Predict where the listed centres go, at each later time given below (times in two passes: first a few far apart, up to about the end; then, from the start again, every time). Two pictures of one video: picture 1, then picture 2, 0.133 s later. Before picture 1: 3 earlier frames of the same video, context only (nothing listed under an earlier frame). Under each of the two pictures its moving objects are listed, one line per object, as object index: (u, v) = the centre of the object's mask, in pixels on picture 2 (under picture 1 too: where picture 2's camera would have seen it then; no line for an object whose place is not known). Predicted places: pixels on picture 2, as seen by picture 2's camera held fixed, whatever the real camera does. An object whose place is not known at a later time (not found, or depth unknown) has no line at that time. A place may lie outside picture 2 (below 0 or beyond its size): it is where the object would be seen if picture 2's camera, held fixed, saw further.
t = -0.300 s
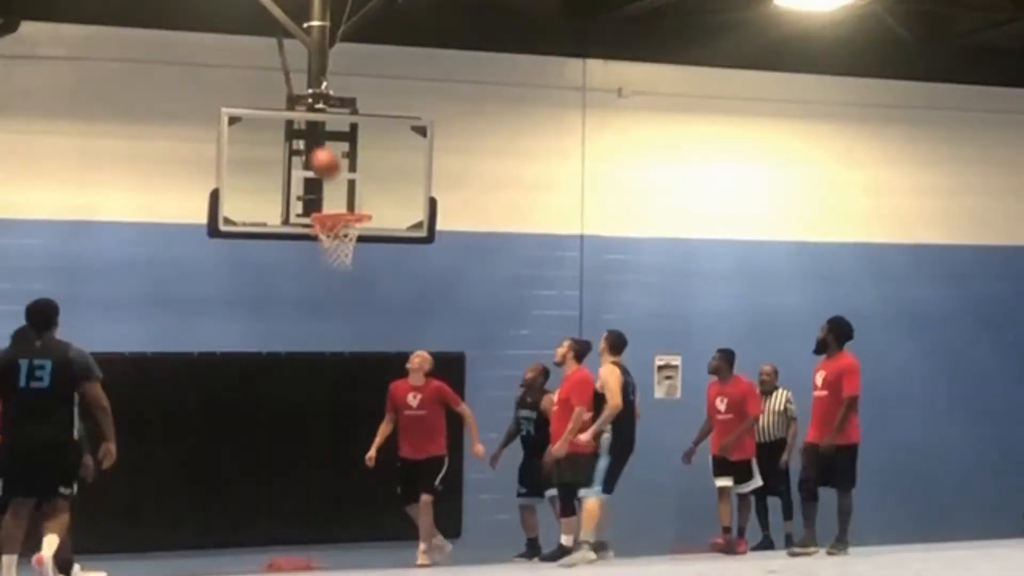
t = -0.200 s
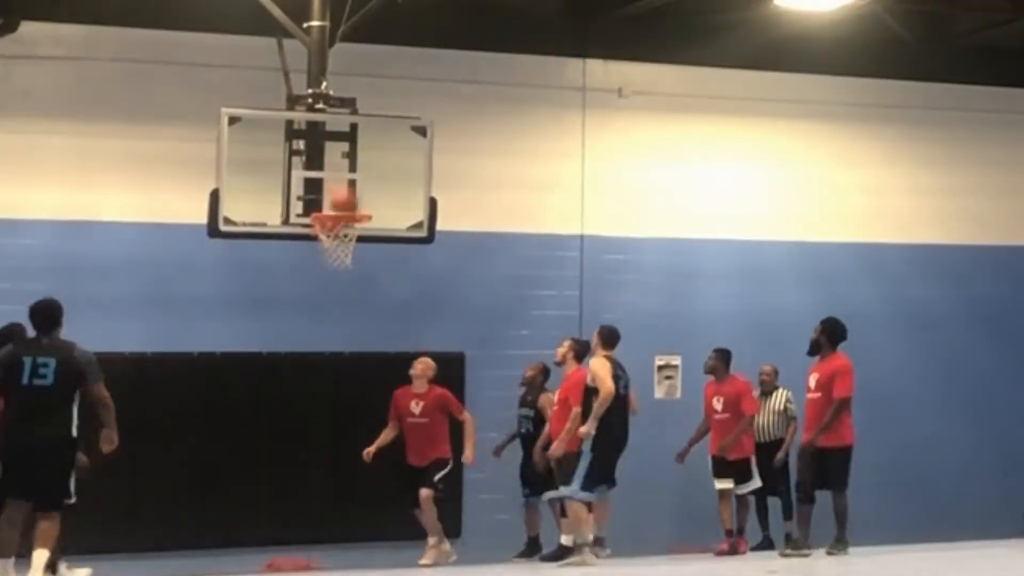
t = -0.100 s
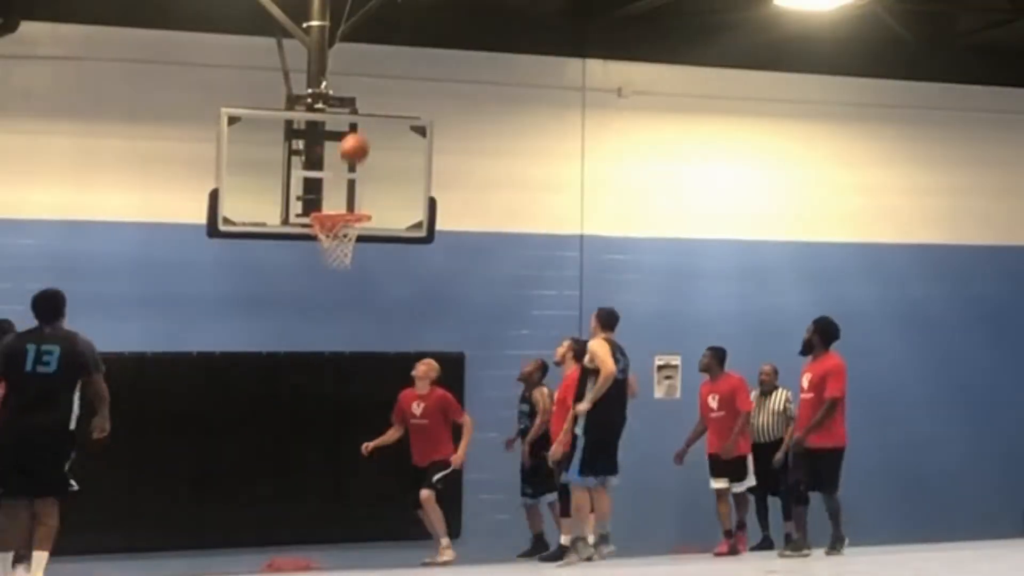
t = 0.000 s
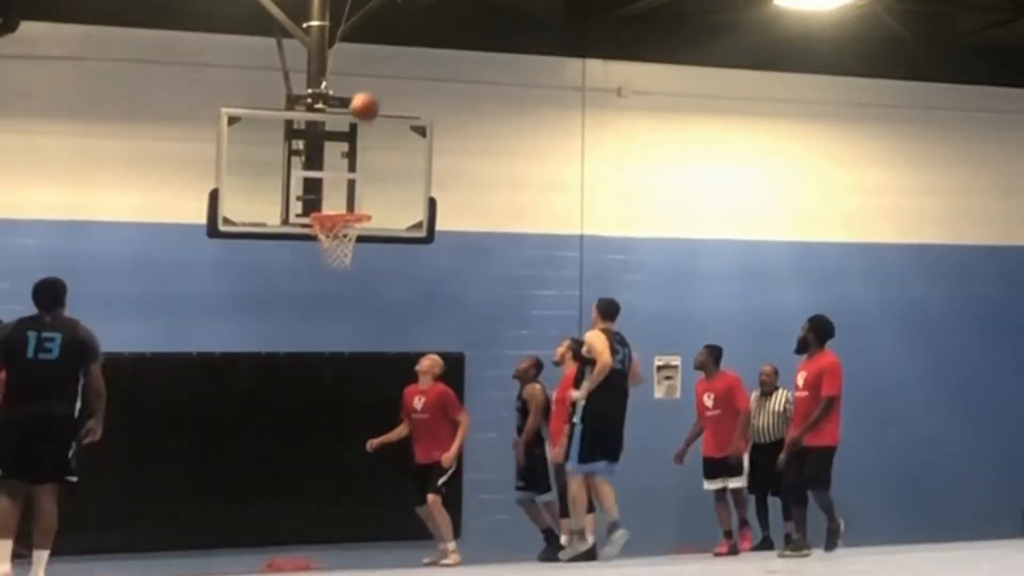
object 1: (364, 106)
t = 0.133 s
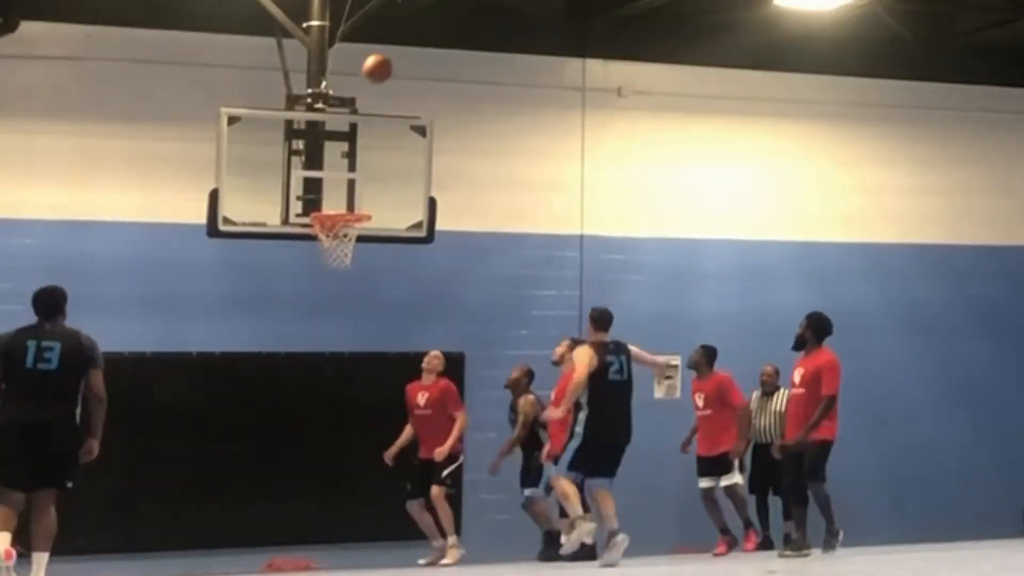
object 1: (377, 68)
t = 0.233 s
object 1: (388, 52)
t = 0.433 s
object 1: (407, 52)
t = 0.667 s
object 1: (428, 108)
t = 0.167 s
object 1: (381, 62)
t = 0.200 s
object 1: (385, 56)
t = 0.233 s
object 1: (388, 52)
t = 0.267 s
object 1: (392, 49)
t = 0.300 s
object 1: (395, 47)
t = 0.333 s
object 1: (398, 46)
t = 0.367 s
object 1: (401, 47)
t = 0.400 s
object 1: (404, 49)
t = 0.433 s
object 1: (407, 52)
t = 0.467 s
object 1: (410, 56)
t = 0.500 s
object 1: (413, 61)
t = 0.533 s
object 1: (416, 68)
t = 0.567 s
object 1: (419, 76)
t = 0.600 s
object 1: (422, 86)
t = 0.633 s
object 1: (425, 96)
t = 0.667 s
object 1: (428, 108)
